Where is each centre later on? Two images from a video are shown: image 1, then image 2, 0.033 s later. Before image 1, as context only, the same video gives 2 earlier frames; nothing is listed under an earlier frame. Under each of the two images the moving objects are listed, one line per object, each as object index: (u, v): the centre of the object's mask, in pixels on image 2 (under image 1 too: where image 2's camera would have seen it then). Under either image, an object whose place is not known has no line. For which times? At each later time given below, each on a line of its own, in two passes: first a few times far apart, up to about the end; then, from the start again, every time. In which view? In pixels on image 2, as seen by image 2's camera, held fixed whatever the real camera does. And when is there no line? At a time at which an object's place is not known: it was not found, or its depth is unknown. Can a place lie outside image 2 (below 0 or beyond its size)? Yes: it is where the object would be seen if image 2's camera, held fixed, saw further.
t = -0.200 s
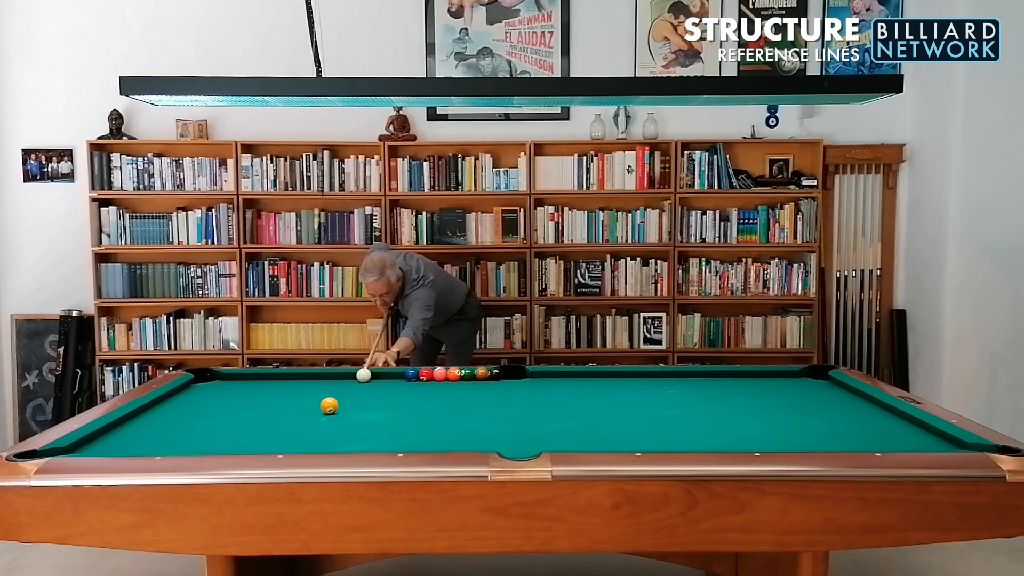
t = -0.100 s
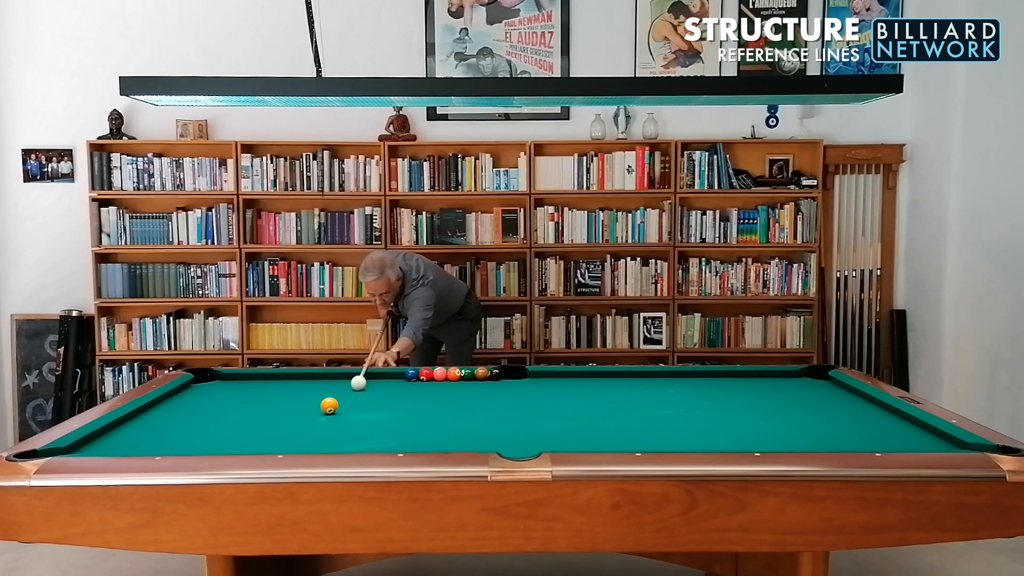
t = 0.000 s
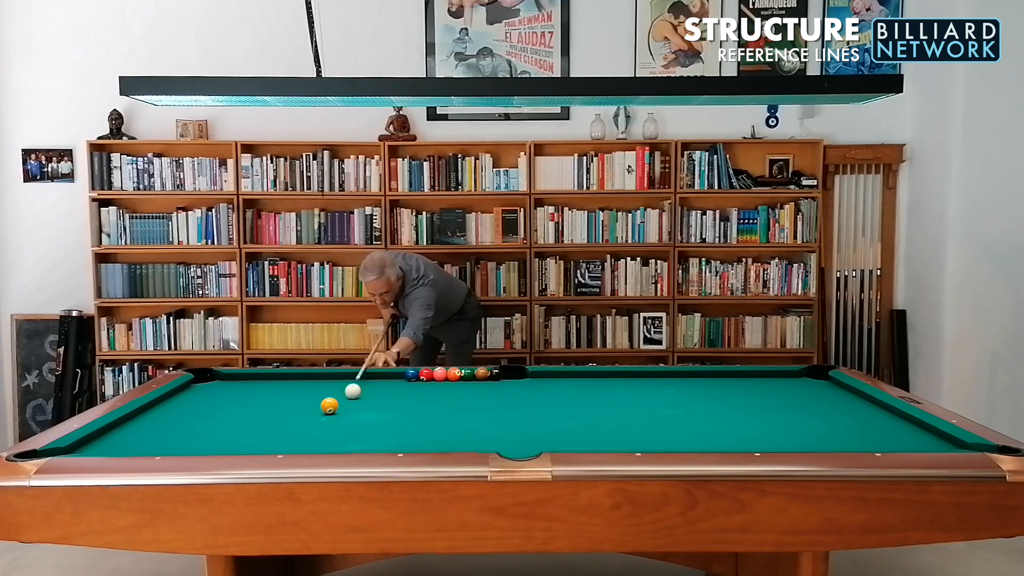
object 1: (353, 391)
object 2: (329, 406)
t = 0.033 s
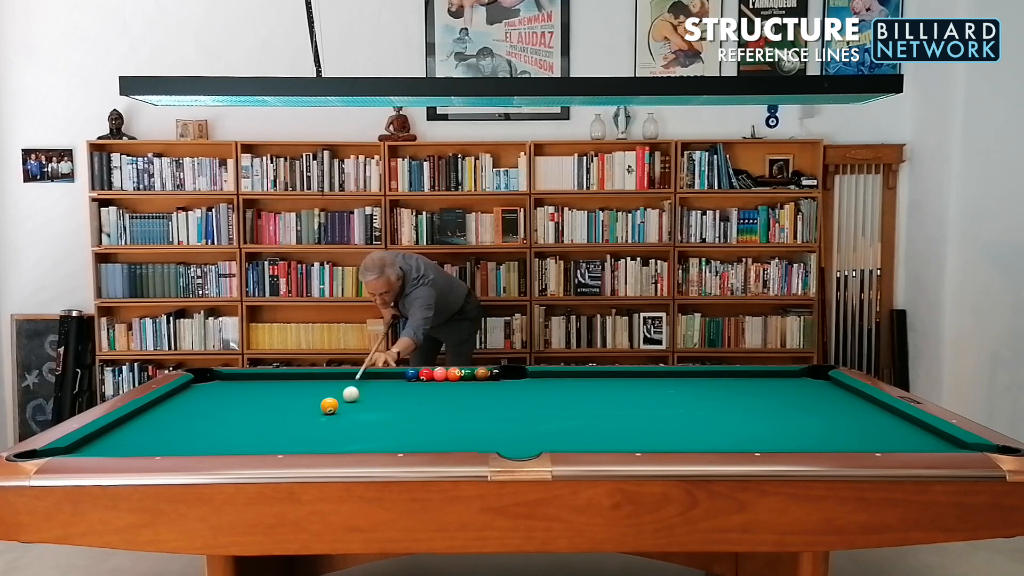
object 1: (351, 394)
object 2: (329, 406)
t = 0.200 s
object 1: (354, 407)
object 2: (315, 408)
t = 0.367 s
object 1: (376, 420)
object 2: (285, 413)
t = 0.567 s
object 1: (404, 436)
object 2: (249, 419)
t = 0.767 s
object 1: (435, 445)
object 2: (213, 426)
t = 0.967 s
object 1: (461, 438)
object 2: (175, 433)
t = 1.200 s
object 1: (487, 428)
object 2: (129, 440)
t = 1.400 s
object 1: (507, 419)
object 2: (90, 446)
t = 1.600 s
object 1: (525, 412)
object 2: (69, 450)
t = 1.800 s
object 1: (541, 405)
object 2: (63, 452)
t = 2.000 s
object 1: (556, 399)
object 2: (57, 452)
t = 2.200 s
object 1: (569, 394)
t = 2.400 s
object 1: (582, 389)
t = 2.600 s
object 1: (593, 384)
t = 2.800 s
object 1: (603, 380)
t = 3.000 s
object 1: (613, 377)
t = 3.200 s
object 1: (622, 373)
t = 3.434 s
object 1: (631, 375)
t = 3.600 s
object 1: (637, 376)
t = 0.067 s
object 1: (349, 397)
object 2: (329, 406)
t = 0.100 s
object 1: (346, 400)
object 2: (329, 406)
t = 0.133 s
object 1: (345, 403)
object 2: (329, 406)
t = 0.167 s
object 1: (349, 405)
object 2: (322, 407)
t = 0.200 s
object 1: (354, 407)
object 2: (315, 408)
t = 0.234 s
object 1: (359, 410)
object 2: (308, 409)
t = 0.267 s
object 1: (363, 412)
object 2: (302, 410)
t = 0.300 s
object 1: (367, 415)
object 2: (297, 411)
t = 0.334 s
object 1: (371, 417)
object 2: (291, 412)
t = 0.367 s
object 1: (376, 420)
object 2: (285, 413)
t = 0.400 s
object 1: (380, 422)
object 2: (280, 414)
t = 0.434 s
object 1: (385, 425)
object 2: (274, 416)
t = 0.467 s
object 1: (390, 428)
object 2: (268, 416)
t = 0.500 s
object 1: (394, 430)
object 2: (262, 418)
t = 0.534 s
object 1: (399, 433)
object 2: (256, 418)
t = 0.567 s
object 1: (404, 436)
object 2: (249, 419)
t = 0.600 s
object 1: (409, 439)
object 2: (243, 421)
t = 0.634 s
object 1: (414, 441)
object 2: (237, 422)
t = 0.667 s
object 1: (420, 443)
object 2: (231, 423)
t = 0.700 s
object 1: (425, 445)
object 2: (225, 424)
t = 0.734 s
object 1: (431, 446)
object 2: (219, 425)
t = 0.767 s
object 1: (435, 445)
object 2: (213, 426)
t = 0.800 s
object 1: (440, 444)
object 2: (207, 427)
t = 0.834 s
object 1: (444, 443)
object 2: (200, 428)
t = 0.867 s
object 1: (449, 442)
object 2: (194, 429)
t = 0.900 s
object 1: (453, 441)
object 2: (188, 430)
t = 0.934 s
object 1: (457, 439)
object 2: (181, 431)
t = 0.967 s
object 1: (461, 438)
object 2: (175, 433)
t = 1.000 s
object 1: (465, 437)
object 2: (168, 434)
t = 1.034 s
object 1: (469, 435)
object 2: (162, 435)
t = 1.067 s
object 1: (472, 433)
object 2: (156, 436)
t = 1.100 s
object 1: (476, 432)
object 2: (149, 437)
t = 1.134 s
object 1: (480, 430)
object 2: (142, 438)
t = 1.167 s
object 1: (483, 429)
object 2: (136, 439)
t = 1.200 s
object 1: (487, 428)
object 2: (129, 440)
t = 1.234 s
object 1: (490, 426)
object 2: (123, 441)
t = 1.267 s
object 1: (494, 425)
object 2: (116, 443)
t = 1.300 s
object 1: (497, 423)
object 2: (109, 444)
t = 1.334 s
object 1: (500, 422)
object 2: (103, 444)
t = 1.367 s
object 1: (504, 420)
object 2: (96, 445)
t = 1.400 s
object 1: (507, 419)
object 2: (90, 446)
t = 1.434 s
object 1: (510, 418)
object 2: (83, 447)
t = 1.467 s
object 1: (513, 417)
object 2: (76, 447)
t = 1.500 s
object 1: (516, 415)
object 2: (71, 448)
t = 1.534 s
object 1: (519, 414)
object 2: (71, 449)
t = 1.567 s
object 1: (522, 413)
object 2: (70, 450)
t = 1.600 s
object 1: (525, 412)
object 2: (69, 450)
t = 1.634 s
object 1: (528, 411)
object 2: (68, 450)
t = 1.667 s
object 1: (530, 410)
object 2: (67, 451)
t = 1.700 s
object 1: (533, 409)
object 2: (66, 451)
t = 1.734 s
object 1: (536, 408)
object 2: (65, 452)
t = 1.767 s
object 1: (538, 406)
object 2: (64, 452)
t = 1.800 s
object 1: (541, 405)
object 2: (63, 452)
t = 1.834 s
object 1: (543, 404)
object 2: (62, 452)
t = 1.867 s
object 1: (546, 403)
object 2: (61, 452)
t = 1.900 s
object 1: (549, 402)
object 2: (60, 452)
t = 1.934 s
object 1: (551, 401)
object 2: (60, 452)
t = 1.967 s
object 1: (554, 400)
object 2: (58, 452)
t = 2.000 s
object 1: (556, 399)
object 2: (57, 452)
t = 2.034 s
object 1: (558, 398)
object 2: (55, 452)
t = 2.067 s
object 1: (560, 397)
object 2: (53, 452)
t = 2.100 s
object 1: (563, 397)
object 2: (50, 453)
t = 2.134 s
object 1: (565, 396)
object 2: (46, 455)
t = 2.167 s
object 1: (567, 395)
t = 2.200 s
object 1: (569, 394)
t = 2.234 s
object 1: (572, 393)
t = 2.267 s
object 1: (574, 392)
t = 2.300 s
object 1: (576, 391)
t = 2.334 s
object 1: (578, 391)
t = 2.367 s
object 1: (580, 390)
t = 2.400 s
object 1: (582, 389)
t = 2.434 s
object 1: (584, 388)
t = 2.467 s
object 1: (586, 387)
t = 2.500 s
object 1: (588, 387)
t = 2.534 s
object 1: (589, 386)
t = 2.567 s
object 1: (591, 385)
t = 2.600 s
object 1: (593, 384)
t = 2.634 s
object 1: (595, 384)
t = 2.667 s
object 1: (597, 383)
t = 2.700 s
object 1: (598, 382)
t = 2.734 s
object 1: (600, 382)
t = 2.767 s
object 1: (602, 381)
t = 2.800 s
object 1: (603, 380)
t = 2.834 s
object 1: (605, 380)
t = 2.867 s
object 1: (607, 379)
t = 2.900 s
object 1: (608, 378)
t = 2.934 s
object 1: (610, 378)
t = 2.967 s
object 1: (611, 377)
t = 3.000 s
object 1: (613, 377)
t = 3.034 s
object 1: (614, 376)
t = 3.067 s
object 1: (616, 375)
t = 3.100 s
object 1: (617, 375)
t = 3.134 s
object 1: (619, 374)
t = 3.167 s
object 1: (620, 374)
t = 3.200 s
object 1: (622, 373)
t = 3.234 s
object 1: (623, 373)
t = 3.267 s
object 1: (624, 373)
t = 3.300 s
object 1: (626, 374)
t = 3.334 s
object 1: (627, 374)
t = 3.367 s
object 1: (628, 374)
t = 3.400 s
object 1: (630, 375)
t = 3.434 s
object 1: (631, 375)
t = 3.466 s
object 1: (632, 375)
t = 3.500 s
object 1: (633, 376)
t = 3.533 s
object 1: (635, 376)
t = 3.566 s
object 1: (636, 376)
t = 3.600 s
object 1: (637, 376)
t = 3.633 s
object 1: (638, 377)
